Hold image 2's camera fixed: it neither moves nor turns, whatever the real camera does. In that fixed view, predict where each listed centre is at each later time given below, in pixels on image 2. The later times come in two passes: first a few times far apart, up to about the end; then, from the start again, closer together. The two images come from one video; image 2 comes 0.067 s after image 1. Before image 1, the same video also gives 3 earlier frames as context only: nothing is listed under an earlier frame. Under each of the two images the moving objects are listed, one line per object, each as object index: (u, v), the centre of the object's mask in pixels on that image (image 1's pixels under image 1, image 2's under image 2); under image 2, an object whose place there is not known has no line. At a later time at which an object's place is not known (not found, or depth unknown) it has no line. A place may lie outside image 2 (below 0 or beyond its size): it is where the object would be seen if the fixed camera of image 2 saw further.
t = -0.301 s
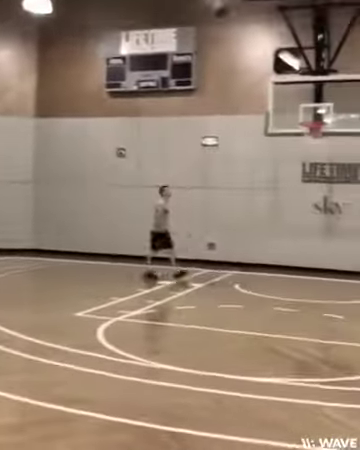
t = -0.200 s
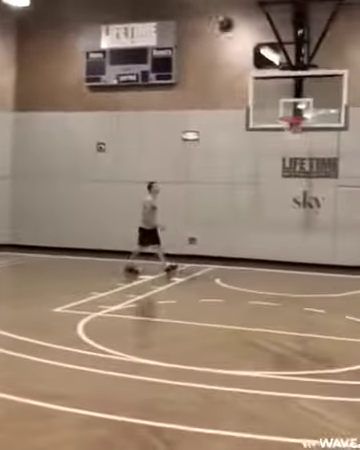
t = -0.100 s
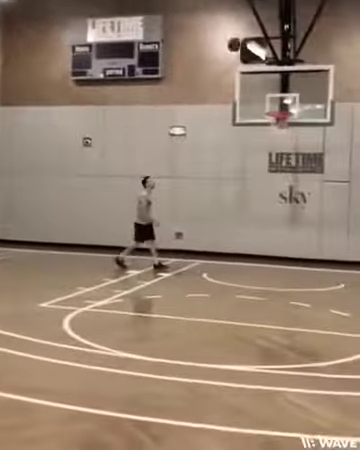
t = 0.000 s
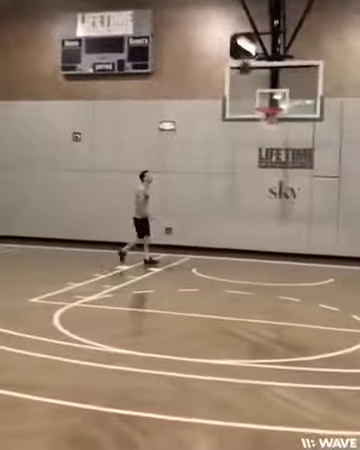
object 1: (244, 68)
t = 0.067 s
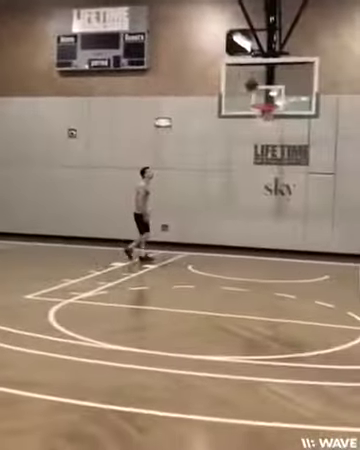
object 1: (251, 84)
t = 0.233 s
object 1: (273, 130)
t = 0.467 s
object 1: (289, 200)
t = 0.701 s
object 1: (306, 254)
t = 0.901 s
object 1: (316, 202)
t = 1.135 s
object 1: (327, 166)
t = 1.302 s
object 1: (336, 159)
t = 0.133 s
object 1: (267, 115)
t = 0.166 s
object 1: (267, 115)
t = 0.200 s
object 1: (270, 122)
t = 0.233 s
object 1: (273, 130)
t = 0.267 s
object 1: (274, 137)
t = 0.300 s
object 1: (278, 146)
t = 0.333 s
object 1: (280, 155)
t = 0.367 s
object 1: (282, 167)
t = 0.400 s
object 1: (284, 176)
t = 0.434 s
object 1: (287, 188)
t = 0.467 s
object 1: (289, 200)
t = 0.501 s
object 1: (291, 211)
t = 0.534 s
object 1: (294, 225)
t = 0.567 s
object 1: (297, 239)
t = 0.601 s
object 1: (297, 252)
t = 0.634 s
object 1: (302, 270)
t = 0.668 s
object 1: (303, 266)
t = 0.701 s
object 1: (306, 254)
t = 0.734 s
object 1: (307, 244)
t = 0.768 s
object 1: (309, 235)
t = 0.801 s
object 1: (311, 226)
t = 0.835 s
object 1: (313, 217)
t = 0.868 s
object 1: (315, 209)
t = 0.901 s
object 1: (316, 202)
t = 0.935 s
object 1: (318, 195)
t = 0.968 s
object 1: (320, 188)
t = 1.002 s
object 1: (322, 183)
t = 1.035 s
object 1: (322, 177)
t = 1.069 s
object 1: (324, 172)
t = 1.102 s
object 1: (325, 168)
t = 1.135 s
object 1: (327, 166)
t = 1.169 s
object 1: (329, 162)
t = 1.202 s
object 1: (330, 160)
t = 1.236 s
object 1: (332, 159)
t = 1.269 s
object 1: (334, 158)
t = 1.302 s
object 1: (336, 159)
